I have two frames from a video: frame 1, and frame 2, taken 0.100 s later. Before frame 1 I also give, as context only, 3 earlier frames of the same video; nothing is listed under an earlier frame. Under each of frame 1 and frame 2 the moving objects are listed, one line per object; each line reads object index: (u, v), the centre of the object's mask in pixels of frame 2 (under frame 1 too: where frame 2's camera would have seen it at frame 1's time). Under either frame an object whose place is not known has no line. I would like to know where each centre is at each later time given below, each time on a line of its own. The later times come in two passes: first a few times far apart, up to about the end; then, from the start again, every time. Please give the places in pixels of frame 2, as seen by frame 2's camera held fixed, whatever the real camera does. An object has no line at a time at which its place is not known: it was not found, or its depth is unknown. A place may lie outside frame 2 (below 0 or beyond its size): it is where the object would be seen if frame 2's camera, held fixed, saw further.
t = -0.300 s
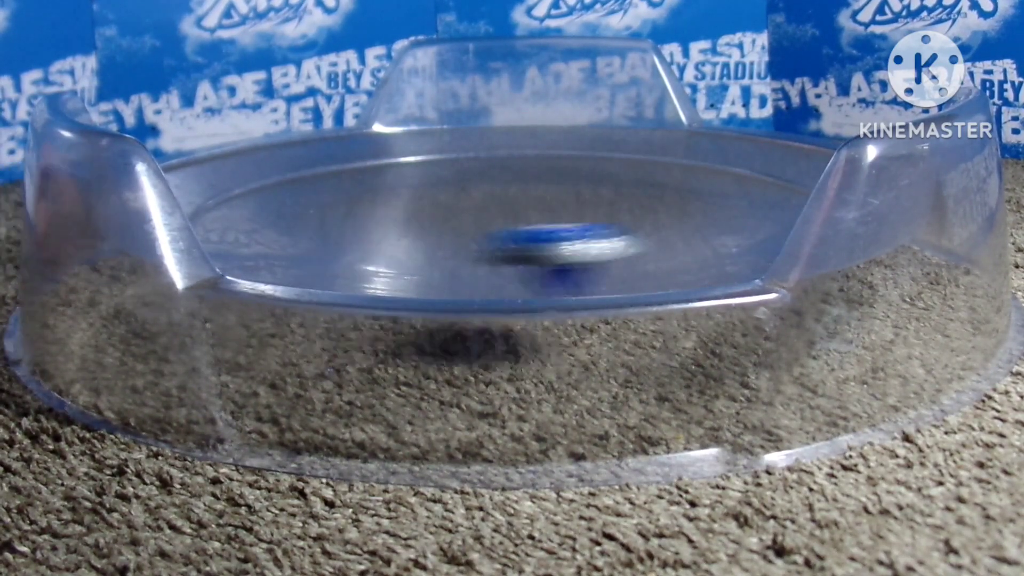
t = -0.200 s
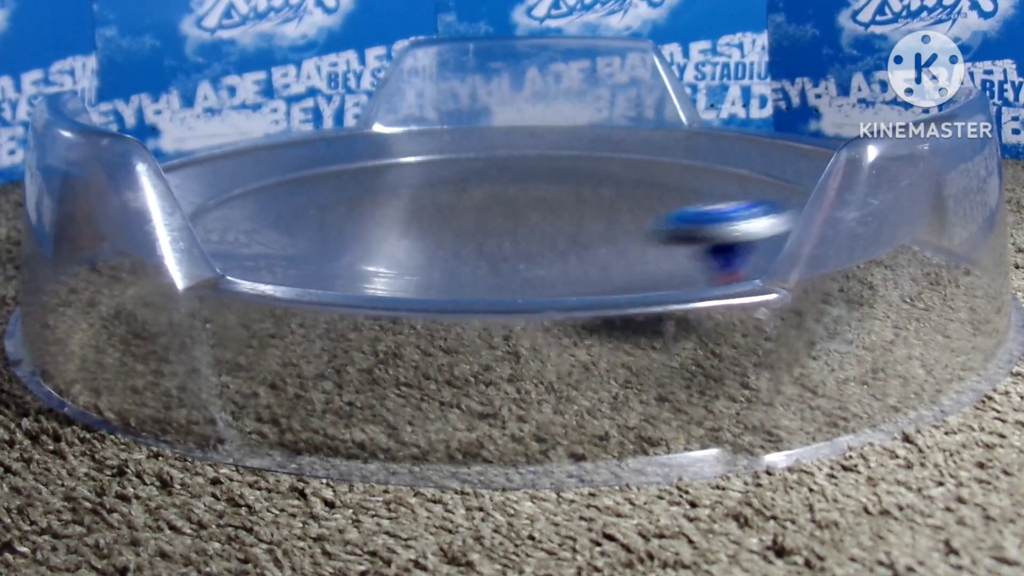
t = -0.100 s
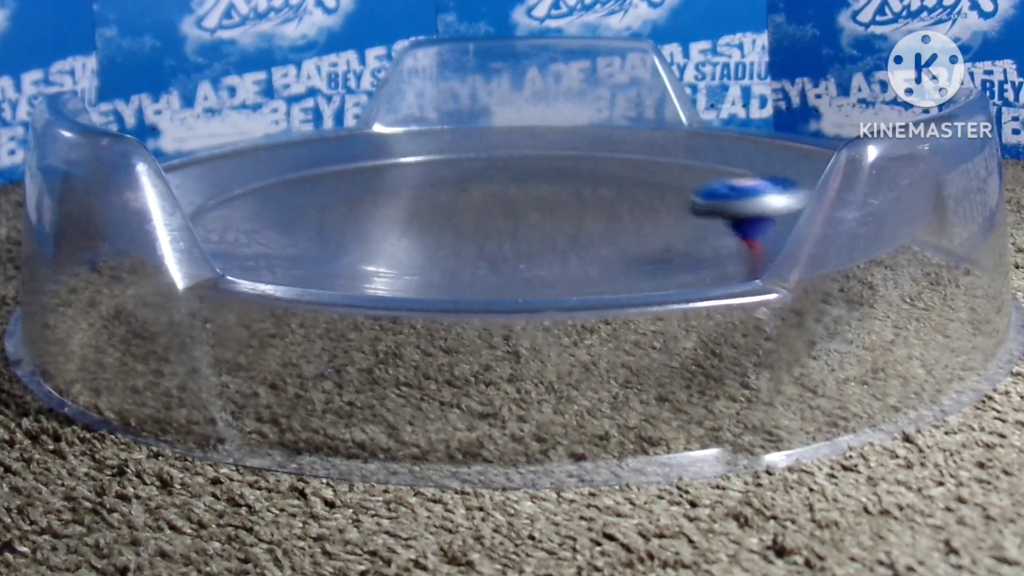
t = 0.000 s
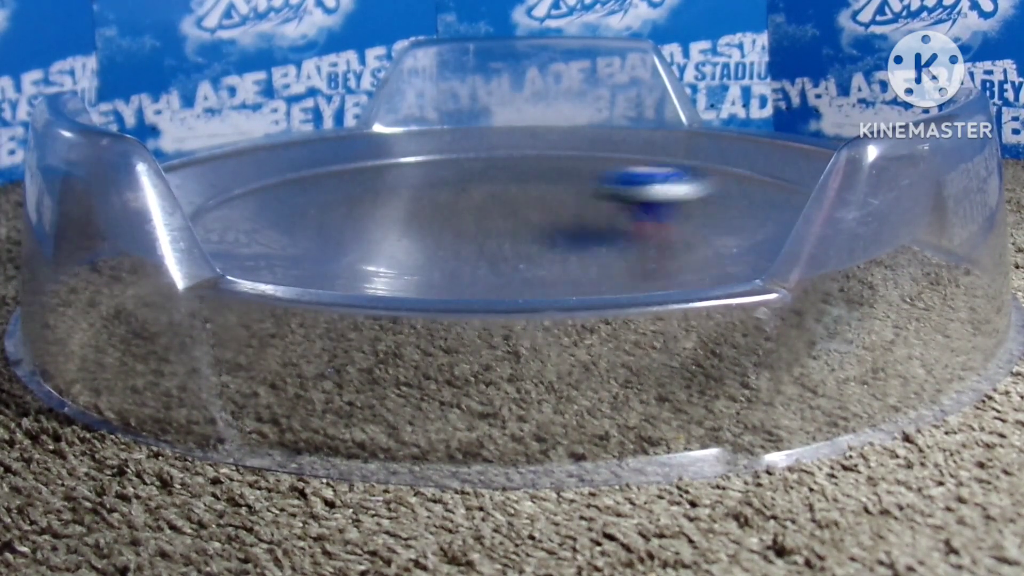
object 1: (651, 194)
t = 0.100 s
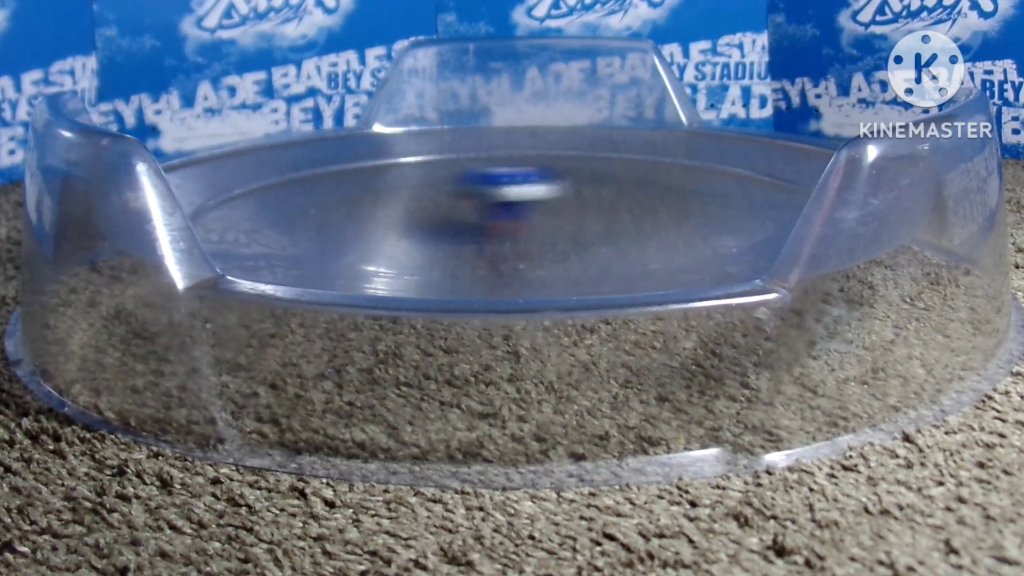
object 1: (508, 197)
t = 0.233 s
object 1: (336, 212)
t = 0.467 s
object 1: (458, 253)
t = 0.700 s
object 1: (665, 220)
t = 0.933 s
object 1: (402, 185)
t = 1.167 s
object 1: (300, 232)
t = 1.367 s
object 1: (604, 246)
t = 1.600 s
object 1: (569, 171)
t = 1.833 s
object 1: (321, 184)
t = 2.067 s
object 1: (520, 253)
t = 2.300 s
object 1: (697, 181)
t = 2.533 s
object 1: (465, 167)
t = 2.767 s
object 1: (430, 249)
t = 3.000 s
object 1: (751, 220)
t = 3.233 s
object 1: (609, 180)
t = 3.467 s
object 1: (365, 227)
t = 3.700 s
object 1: (561, 254)
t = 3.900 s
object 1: (712, 219)
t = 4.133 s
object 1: (462, 199)
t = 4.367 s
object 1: (294, 226)
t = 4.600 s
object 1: (587, 251)
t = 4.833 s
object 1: (595, 195)
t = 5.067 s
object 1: (351, 179)
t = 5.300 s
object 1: (401, 241)
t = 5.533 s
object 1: (673, 219)
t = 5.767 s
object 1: (559, 162)
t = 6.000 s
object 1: (374, 209)
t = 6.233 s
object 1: (577, 252)
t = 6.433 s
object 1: (741, 207)
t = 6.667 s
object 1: (542, 189)
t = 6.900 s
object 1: (368, 233)
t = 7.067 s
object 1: (490, 256)
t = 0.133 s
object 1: (457, 202)
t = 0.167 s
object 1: (409, 207)
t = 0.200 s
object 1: (370, 208)
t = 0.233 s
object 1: (336, 212)
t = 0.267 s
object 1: (311, 218)
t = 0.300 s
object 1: (298, 223)
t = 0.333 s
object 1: (298, 230)
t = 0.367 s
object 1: (314, 237)
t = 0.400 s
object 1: (345, 243)
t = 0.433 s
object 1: (395, 244)
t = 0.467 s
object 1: (458, 253)
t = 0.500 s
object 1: (513, 254)
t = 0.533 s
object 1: (572, 253)
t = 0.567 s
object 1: (622, 248)
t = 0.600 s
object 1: (657, 242)
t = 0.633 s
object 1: (674, 235)
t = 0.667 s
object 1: (676, 228)
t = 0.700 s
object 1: (665, 220)
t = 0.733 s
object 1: (643, 211)
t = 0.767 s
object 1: (613, 202)
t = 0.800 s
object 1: (575, 197)
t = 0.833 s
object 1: (534, 192)
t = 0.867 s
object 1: (490, 188)
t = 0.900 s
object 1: (445, 187)
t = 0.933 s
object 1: (402, 185)
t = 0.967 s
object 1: (358, 187)
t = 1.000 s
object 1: (320, 189)
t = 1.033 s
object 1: (289, 200)
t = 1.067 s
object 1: (269, 205)
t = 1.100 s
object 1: (264, 211)
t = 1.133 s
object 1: (273, 220)
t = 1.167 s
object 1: (300, 232)
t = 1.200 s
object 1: (338, 242)
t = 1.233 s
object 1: (393, 243)
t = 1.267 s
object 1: (461, 252)
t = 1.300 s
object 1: (512, 255)
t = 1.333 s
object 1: (562, 252)
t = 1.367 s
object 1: (604, 246)
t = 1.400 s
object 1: (631, 237)
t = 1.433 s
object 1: (647, 227)
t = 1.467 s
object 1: (649, 213)
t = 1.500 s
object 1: (642, 203)
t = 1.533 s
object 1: (624, 189)
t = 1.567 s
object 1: (600, 179)
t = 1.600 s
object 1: (569, 171)
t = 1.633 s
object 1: (531, 166)
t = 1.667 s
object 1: (493, 161)
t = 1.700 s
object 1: (454, 163)
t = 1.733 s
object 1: (413, 160)
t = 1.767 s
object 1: (373, 167)
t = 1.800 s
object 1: (340, 175)
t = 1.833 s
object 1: (321, 184)
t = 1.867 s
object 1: (308, 206)
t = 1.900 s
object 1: (314, 214)
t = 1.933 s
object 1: (329, 225)
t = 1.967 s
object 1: (366, 234)
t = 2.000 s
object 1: (411, 242)
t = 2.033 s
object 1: (467, 250)
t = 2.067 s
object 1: (520, 253)
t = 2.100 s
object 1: (574, 250)
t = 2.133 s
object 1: (620, 244)
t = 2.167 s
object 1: (660, 234)
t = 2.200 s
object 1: (688, 222)
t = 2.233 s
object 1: (704, 212)
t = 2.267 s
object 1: (707, 204)
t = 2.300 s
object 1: (697, 181)
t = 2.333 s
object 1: (680, 171)
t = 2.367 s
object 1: (654, 162)
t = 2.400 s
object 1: (620, 158)
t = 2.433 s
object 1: (582, 155)
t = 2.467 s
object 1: (541, 156)
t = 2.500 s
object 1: (501, 161)
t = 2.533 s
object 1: (465, 167)
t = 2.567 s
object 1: (431, 177)
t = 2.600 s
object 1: (400, 203)
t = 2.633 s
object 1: (380, 213)
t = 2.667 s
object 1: (373, 220)
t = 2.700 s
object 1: (375, 227)
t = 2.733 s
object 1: (396, 239)
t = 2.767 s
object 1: (430, 249)
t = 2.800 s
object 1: (471, 253)
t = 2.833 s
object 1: (522, 255)
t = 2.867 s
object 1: (579, 252)
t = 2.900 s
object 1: (632, 247)
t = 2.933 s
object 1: (685, 241)
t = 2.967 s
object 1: (725, 230)
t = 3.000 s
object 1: (751, 220)
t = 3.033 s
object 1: (764, 208)
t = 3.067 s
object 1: (763, 201)
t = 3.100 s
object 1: (749, 197)
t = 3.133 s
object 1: (724, 181)
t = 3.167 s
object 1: (691, 177)
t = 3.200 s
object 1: (651, 177)
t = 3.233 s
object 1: (609, 180)
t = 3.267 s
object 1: (566, 182)
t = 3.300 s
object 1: (521, 188)
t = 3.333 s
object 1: (478, 194)
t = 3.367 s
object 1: (443, 201)
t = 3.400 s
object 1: (408, 216)
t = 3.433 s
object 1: (382, 219)
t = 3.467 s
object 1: (365, 227)
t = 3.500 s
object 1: (358, 232)
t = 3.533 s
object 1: (361, 239)
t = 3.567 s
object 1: (383, 245)
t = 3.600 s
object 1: (415, 251)
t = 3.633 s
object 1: (461, 255)
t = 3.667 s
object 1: (508, 255)
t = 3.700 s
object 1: (561, 254)
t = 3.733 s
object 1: (614, 250)
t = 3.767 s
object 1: (661, 244)
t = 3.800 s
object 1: (695, 238)
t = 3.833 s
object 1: (714, 231)
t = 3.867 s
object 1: (719, 225)
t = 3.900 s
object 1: (712, 219)
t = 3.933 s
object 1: (693, 216)
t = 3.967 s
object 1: (664, 207)
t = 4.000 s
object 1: (631, 202)
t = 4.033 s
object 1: (592, 201)
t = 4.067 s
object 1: (550, 197)
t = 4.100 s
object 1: (505, 197)
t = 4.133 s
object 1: (462, 199)
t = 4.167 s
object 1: (420, 196)
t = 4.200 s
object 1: (383, 195)
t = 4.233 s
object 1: (348, 202)
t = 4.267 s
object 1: (318, 214)
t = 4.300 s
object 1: (299, 213)
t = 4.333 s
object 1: (292, 219)
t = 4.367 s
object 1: (294, 226)
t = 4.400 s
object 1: (307, 234)
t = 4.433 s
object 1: (336, 237)
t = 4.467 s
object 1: (390, 243)
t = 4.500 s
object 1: (448, 253)
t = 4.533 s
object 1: (495, 255)
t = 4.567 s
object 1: (545, 256)
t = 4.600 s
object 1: (587, 251)
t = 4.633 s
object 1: (619, 247)
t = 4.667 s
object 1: (641, 239)
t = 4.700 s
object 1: (651, 232)
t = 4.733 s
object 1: (649, 224)
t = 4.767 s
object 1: (639, 215)
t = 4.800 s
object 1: (620, 203)
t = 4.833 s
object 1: (595, 195)
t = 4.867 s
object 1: (564, 188)
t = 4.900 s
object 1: (530, 181)
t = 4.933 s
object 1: (495, 175)
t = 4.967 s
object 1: (458, 173)
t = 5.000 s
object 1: (423, 171)
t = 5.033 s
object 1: (383, 174)
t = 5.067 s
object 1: (351, 179)
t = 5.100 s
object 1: (327, 185)
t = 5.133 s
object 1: (309, 191)
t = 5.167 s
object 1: (300, 200)
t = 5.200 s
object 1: (304, 212)
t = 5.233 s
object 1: (320, 226)
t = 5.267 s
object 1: (351, 231)
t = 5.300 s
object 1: (401, 241)
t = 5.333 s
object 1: (452, 252)
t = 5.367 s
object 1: (500, 251)
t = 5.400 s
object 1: (545, 252)
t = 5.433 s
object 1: (589, 248)
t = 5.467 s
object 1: (628, 241)
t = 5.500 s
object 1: (655, 231)
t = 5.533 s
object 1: (673, 219)
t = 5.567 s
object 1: (680, 206)
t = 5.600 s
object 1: (678, 195)
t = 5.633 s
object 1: (666, 185)
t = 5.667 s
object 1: (647, 177)
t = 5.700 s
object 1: (623, 169)
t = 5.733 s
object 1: (592, 164)
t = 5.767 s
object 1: (559, 162)
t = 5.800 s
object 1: (523, 162)
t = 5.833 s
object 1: (489, 164)
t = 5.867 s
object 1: (456, 171)
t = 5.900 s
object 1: (426, 176)
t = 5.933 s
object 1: (399, 186)
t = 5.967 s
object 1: (383, 197)
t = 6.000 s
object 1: (374, 209)
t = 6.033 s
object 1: (376, 219)
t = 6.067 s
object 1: (389, 231)
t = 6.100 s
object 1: (413, 241)
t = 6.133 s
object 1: (448, 249)
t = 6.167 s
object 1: (485, 253)
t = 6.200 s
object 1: (528, 253)
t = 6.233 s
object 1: (577, 252)
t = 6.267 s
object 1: (623, 247)
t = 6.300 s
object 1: (665, 241)
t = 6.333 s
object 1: (699, 232)
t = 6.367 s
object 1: (725, 224)
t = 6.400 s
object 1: (739, 214)
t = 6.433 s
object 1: (741, 207)
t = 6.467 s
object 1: (733, 202)
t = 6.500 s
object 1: (716, 200)
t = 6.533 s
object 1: (690, 198)
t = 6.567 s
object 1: (656, 187)
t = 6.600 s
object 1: (620, 183)
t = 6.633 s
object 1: (584, 185)
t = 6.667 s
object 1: (542, 189)
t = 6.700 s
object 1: (505, 192)
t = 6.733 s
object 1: (468, 199)
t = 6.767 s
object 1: (436, 205)
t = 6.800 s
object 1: (409, 216)
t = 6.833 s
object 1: (388, 220)
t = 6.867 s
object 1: (373, 228)
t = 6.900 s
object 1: (368, 233)
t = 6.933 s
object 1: (372, 239)
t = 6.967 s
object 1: (387, 243)
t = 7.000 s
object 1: (414, 250)
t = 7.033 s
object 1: (451, 254)
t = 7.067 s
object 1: (490, 256)
